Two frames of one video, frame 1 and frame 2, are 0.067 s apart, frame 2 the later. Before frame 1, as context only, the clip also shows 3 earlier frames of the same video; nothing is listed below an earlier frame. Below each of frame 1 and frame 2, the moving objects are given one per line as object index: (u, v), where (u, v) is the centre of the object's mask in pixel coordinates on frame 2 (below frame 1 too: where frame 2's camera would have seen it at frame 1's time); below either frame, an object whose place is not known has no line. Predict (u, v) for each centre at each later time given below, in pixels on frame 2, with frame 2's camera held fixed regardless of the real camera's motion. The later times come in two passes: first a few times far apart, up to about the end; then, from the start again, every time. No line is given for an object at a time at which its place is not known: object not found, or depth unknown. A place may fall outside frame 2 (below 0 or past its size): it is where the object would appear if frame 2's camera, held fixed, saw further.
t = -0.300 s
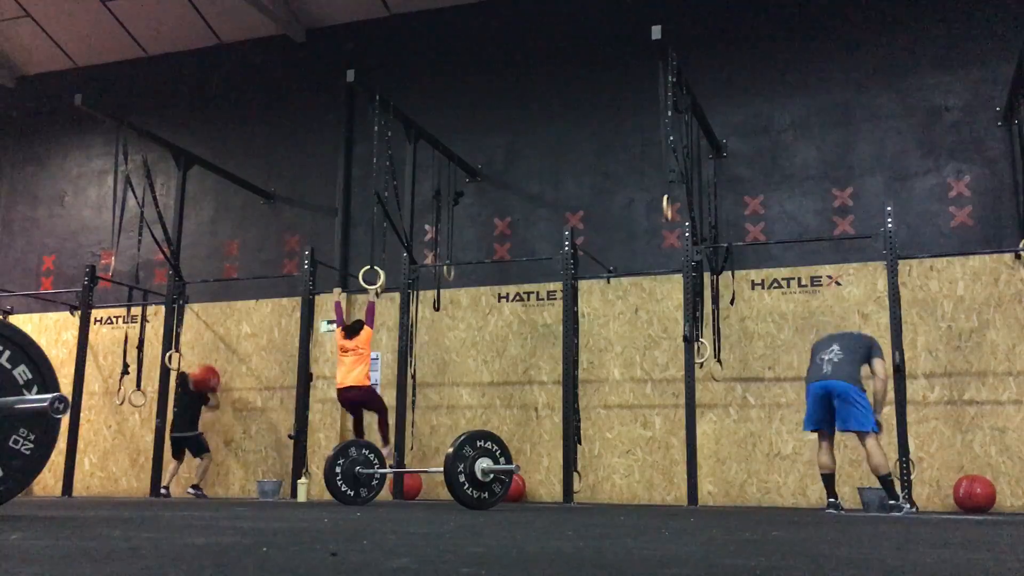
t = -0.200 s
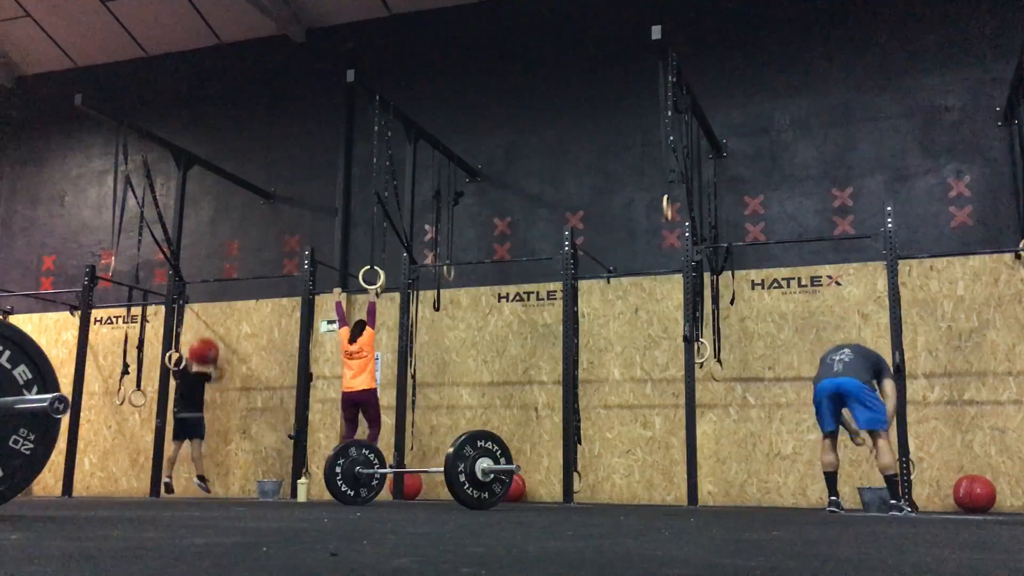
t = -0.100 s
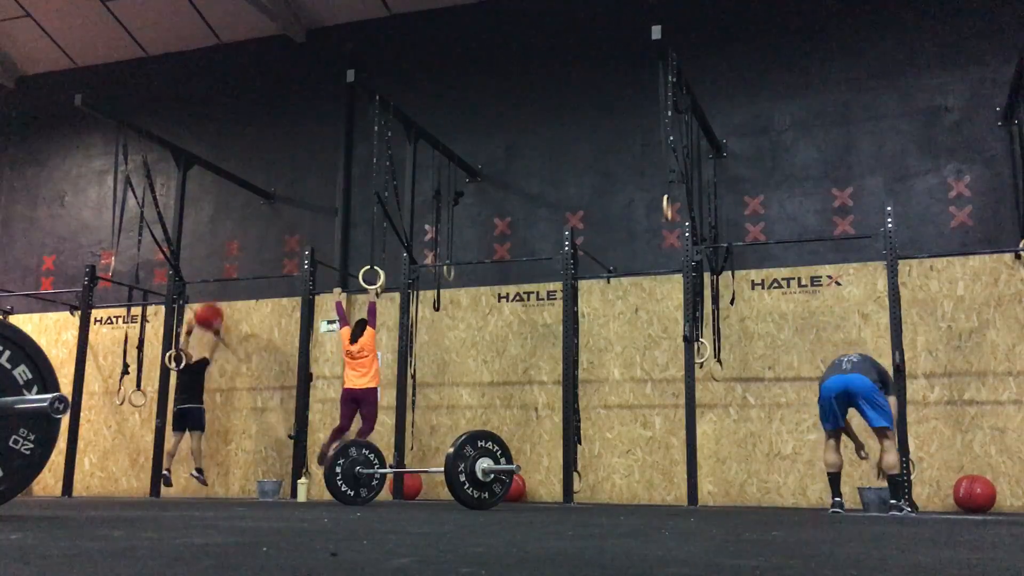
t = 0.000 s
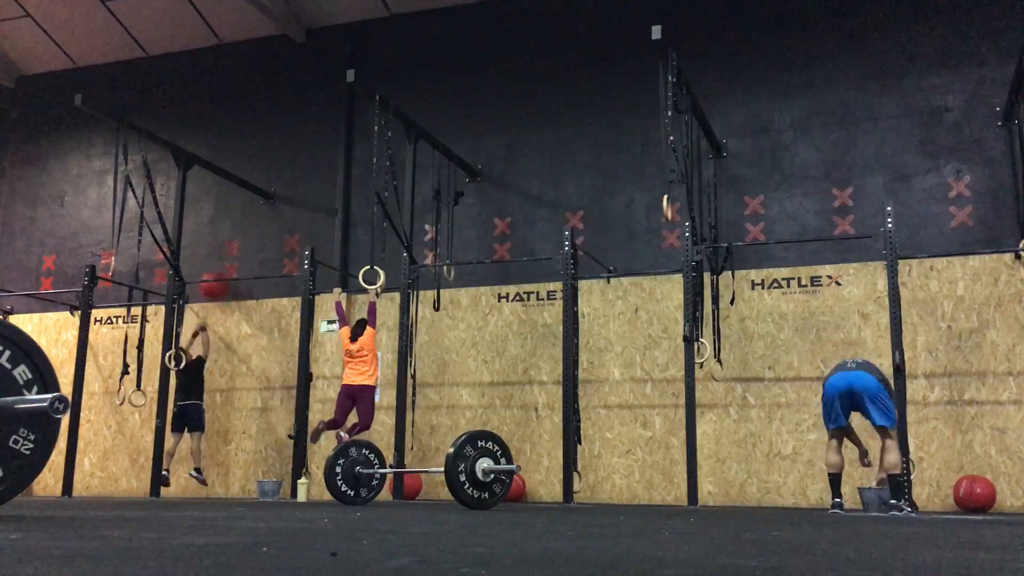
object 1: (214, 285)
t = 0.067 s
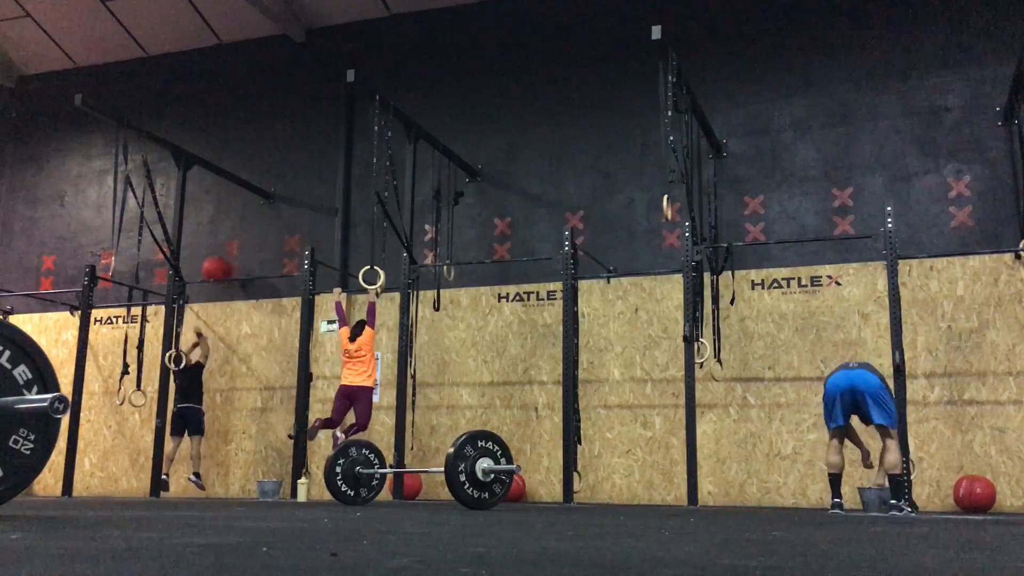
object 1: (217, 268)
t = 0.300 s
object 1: (225, 240)
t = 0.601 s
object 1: (223, 260)
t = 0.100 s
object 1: (218, 263)
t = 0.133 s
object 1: (219, 257)
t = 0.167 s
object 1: (221, 252)
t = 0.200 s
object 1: (222, 248)
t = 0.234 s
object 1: (223, 244)
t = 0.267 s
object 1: (224, 242)
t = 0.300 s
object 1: (225, 240)
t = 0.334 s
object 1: (226, 239)
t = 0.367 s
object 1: (226, 239)
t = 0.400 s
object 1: (226, 240)
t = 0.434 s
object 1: (225, 241)
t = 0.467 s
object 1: (225, 243)
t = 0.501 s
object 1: (225, 246)
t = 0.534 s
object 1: (224, 250)
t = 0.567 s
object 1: (223, 255)
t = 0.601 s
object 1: (223, 260)
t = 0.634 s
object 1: (222, 266)
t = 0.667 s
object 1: (222, 274)
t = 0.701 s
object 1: (221, 282)
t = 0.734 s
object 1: (221, 293)
